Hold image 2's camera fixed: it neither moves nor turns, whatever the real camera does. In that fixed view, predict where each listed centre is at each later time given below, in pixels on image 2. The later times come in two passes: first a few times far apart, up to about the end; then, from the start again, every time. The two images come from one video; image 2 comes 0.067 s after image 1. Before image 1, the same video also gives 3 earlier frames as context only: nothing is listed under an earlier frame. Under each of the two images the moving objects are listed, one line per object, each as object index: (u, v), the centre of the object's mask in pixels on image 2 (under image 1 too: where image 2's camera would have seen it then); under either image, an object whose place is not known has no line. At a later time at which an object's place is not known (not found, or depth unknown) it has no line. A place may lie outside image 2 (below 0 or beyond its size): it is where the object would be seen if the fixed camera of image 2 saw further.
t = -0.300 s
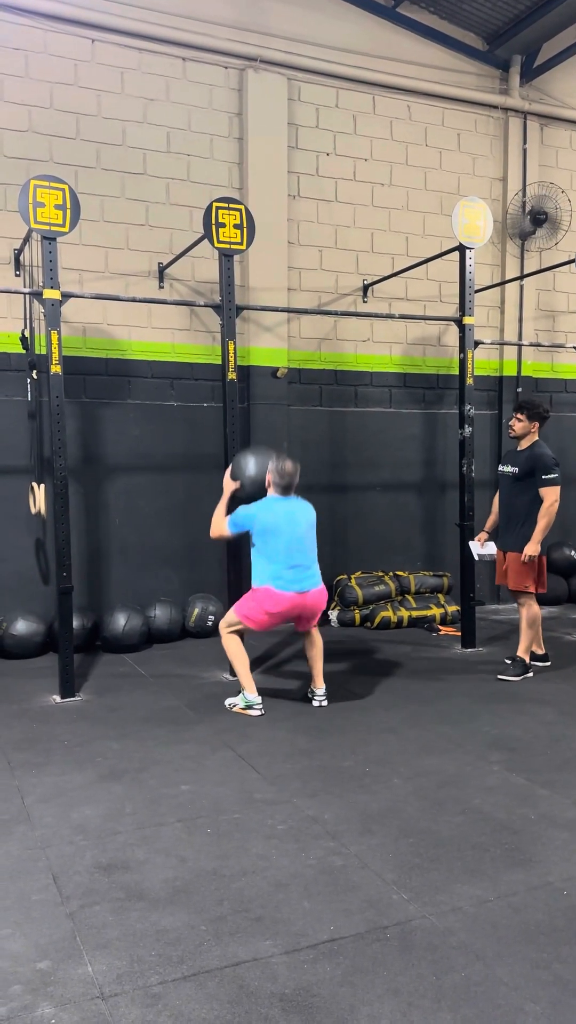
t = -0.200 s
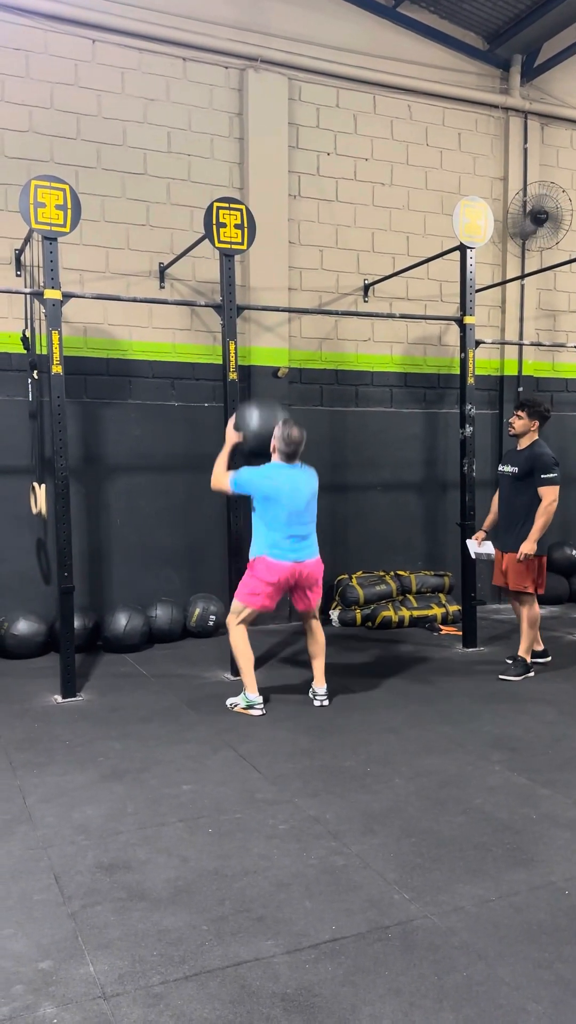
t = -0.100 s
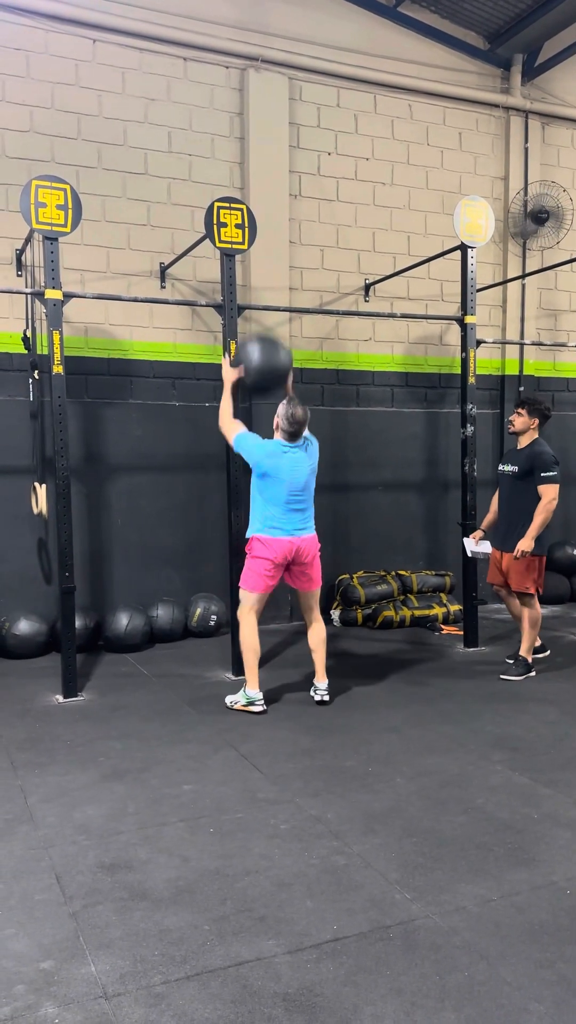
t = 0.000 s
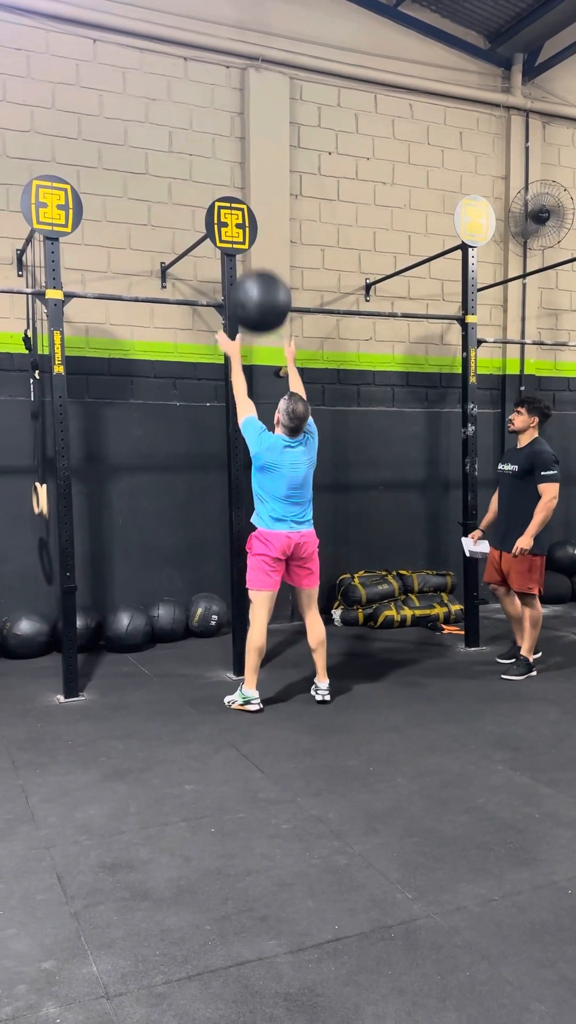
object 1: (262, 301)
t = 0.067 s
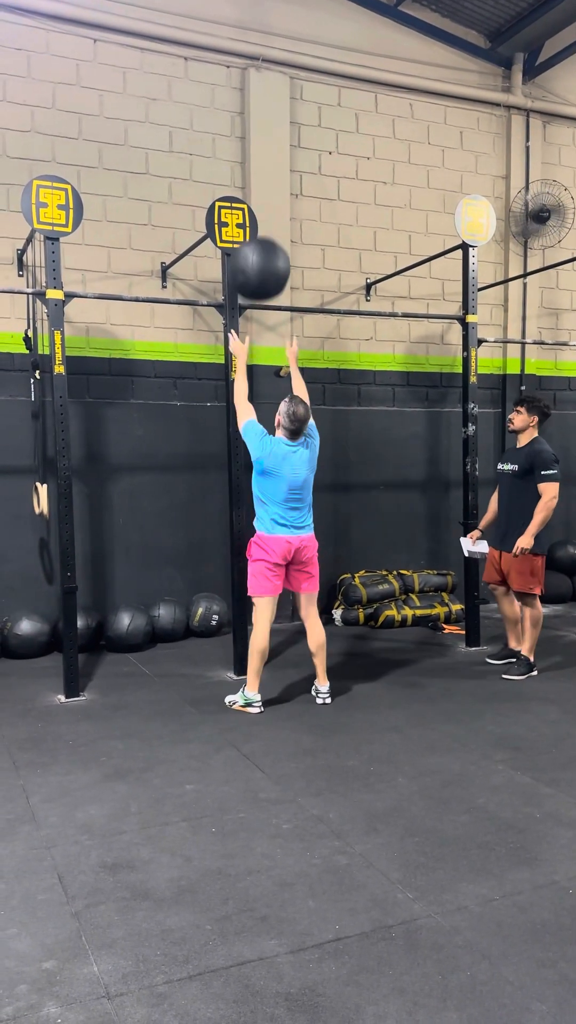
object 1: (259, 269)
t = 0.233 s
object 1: (256, 221)
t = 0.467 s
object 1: (257, 225)
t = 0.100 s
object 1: (259, 255)
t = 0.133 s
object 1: (258, 244)
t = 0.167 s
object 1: (257, 235)
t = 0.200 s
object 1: (256, 227)
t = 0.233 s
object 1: (256, 221)
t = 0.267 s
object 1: (255, 217)
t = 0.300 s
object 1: (254, 215)
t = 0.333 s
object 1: (254, 215)
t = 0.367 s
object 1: (254, 216)
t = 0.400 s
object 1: (255, 218)
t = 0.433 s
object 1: (256, 221)
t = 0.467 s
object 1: (257, 225)
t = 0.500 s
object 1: (258, 232)
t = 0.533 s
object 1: (260, 240)
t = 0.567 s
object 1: (261, 250)
